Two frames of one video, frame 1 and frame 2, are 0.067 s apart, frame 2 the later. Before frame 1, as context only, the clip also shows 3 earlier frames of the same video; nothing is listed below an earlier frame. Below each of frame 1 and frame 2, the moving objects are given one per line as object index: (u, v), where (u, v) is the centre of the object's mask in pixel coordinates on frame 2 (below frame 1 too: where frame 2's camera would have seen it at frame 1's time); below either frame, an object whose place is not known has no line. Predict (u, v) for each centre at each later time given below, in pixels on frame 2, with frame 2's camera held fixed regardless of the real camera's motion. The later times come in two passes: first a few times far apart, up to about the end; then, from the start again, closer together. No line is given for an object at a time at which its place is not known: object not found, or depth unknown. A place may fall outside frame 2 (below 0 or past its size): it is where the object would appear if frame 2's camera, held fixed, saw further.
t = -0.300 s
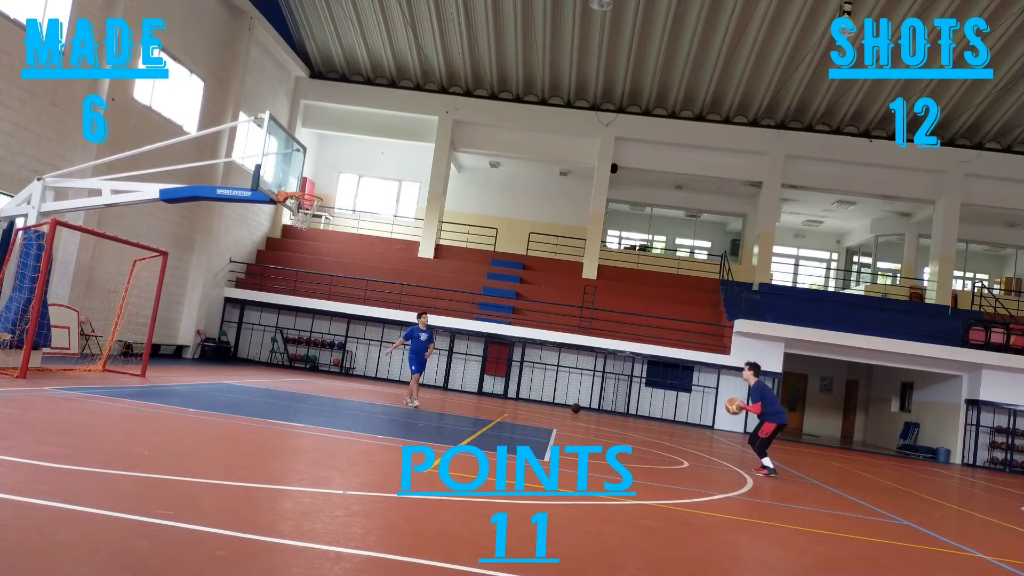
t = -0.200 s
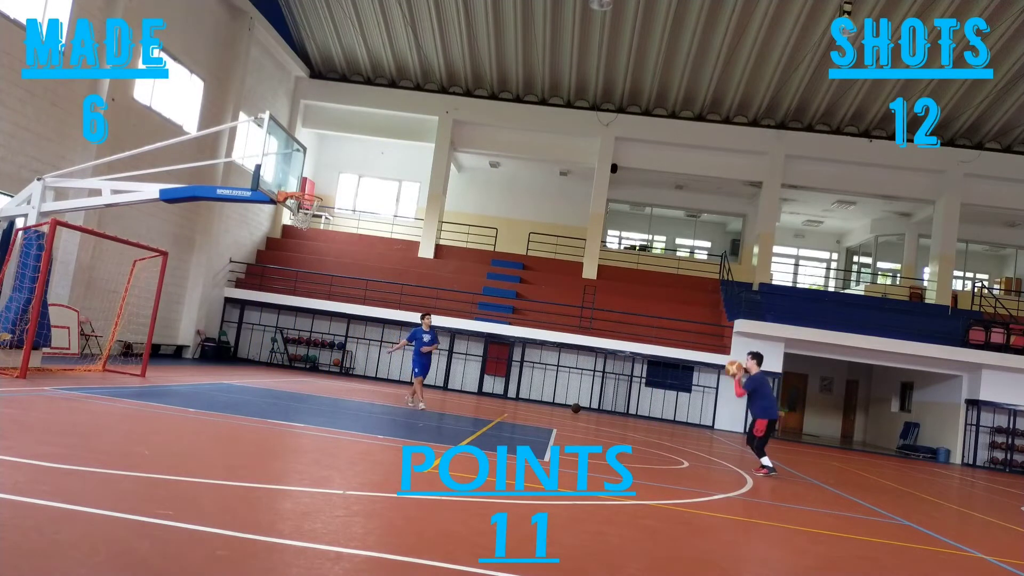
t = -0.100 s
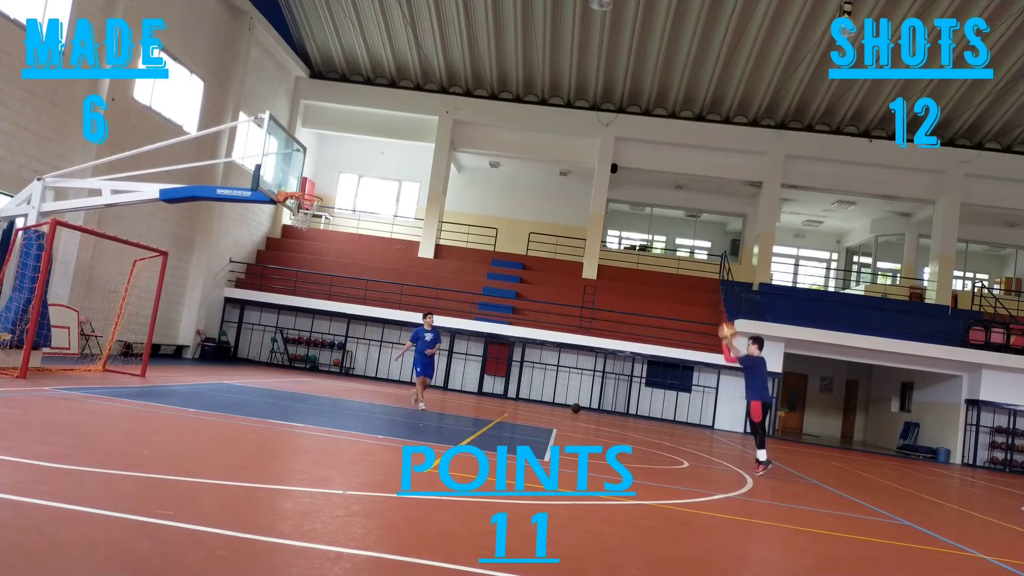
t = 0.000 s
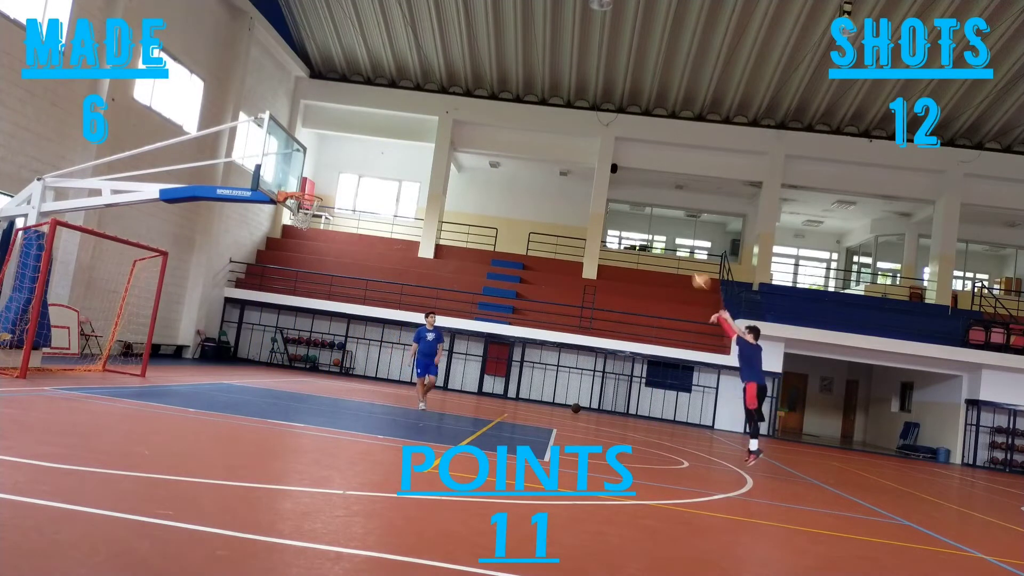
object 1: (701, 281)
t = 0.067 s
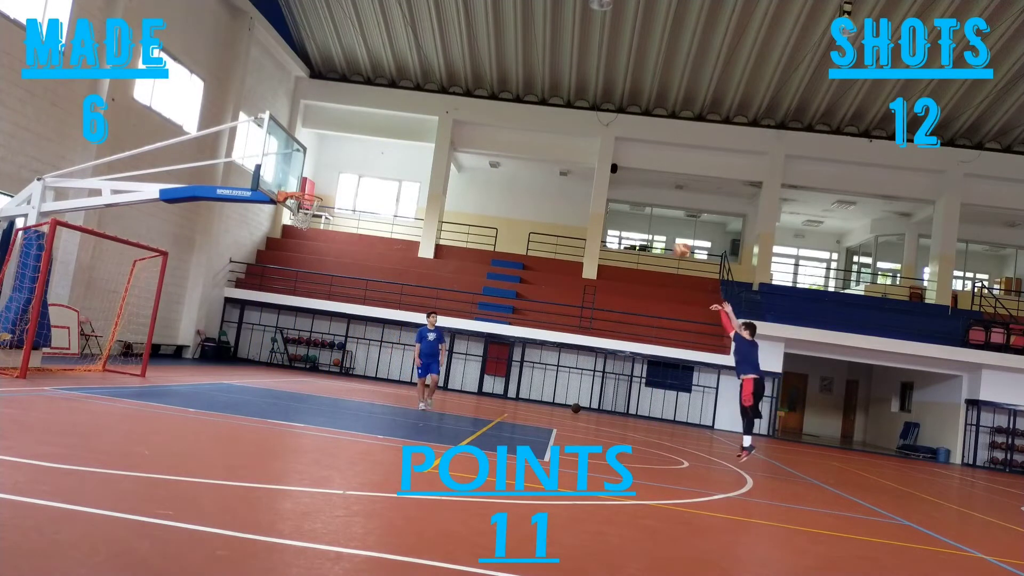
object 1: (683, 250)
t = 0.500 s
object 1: (554, 122)
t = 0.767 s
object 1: (472, 105)
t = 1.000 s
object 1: (395, 127)
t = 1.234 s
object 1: (313, 184)
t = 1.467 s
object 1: (289, 216)
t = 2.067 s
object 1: (266, 383)
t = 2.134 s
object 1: (273, 371)
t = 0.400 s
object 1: (584, 140)
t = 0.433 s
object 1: (574, 134)
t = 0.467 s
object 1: (564, 128)
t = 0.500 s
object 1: (554, 122)
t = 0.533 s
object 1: (544, 118)
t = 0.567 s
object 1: (533, 114)
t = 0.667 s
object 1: (503, 106)
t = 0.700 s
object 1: (493, 105)
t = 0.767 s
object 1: (472, 105)
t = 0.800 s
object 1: (460, 106)
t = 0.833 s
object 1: (450, 108)
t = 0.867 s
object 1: (439, 110)
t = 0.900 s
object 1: (429, 114)
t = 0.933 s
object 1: (417, 117)
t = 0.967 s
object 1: (406, 122)
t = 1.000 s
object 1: (395, 127)
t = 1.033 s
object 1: (384, 133)
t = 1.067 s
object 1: (373, 140)
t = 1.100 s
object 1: (361, 147)
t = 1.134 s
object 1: (350, 155)
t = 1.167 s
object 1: (337, 164)
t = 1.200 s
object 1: (326, 173)
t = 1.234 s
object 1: (313, 184)
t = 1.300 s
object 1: (292, 204)
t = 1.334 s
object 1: (291, 206)
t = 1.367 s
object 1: (290, 206)
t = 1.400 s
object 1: (289, 208)
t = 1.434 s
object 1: (290, 209)
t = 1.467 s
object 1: (289, 216)
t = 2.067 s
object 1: (266, 383)
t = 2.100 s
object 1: (268, 383)
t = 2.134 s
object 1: (273, 371)
